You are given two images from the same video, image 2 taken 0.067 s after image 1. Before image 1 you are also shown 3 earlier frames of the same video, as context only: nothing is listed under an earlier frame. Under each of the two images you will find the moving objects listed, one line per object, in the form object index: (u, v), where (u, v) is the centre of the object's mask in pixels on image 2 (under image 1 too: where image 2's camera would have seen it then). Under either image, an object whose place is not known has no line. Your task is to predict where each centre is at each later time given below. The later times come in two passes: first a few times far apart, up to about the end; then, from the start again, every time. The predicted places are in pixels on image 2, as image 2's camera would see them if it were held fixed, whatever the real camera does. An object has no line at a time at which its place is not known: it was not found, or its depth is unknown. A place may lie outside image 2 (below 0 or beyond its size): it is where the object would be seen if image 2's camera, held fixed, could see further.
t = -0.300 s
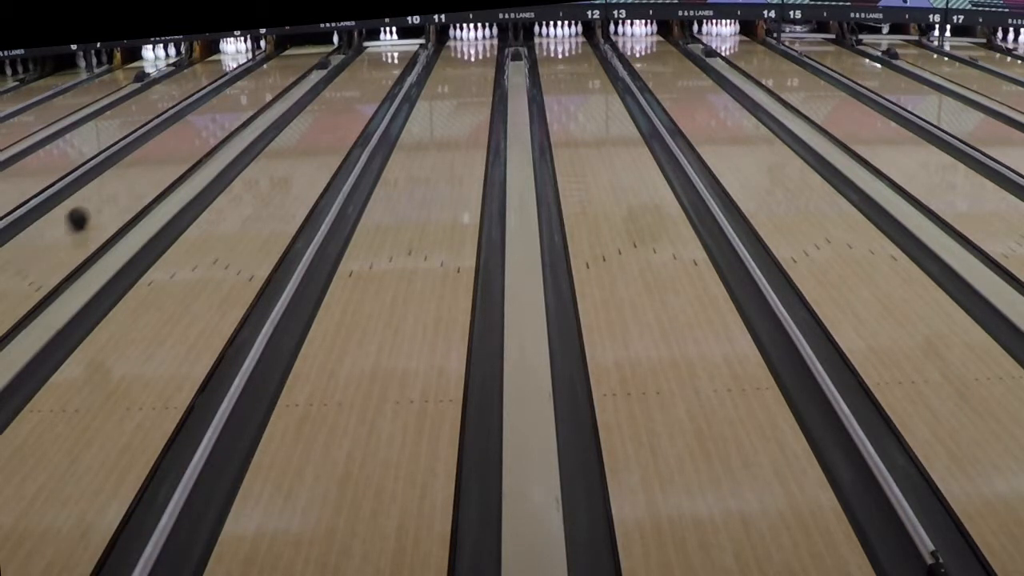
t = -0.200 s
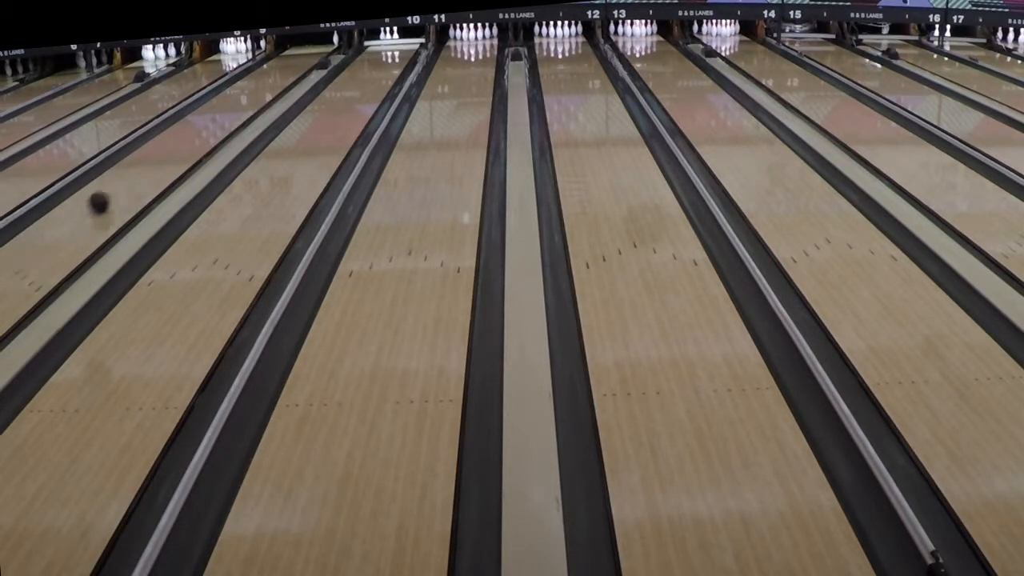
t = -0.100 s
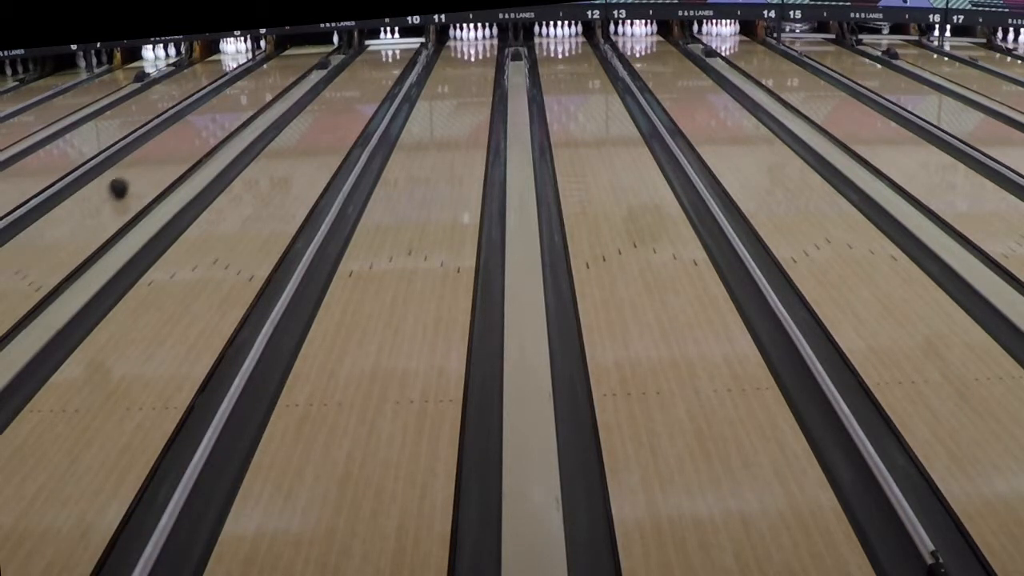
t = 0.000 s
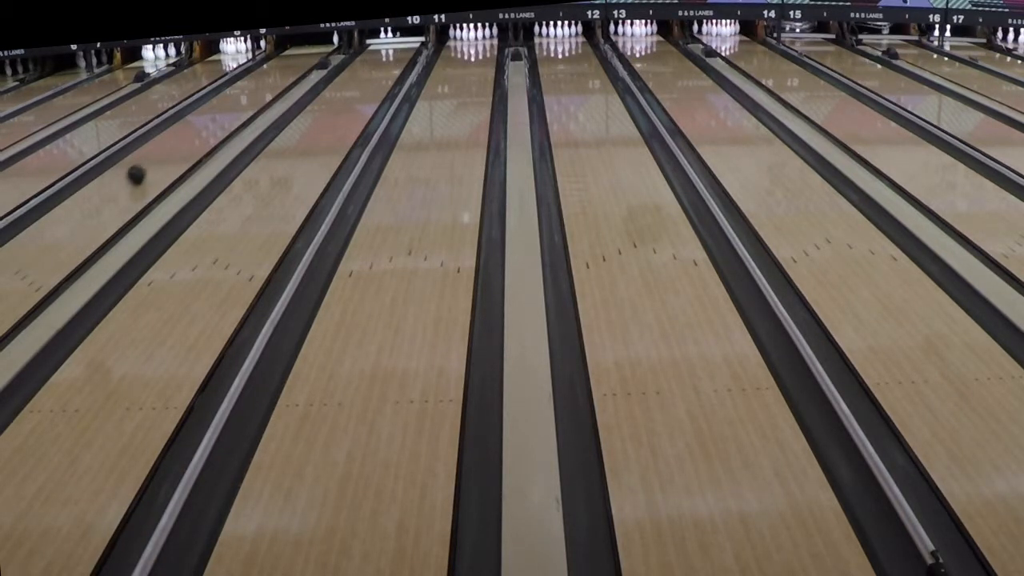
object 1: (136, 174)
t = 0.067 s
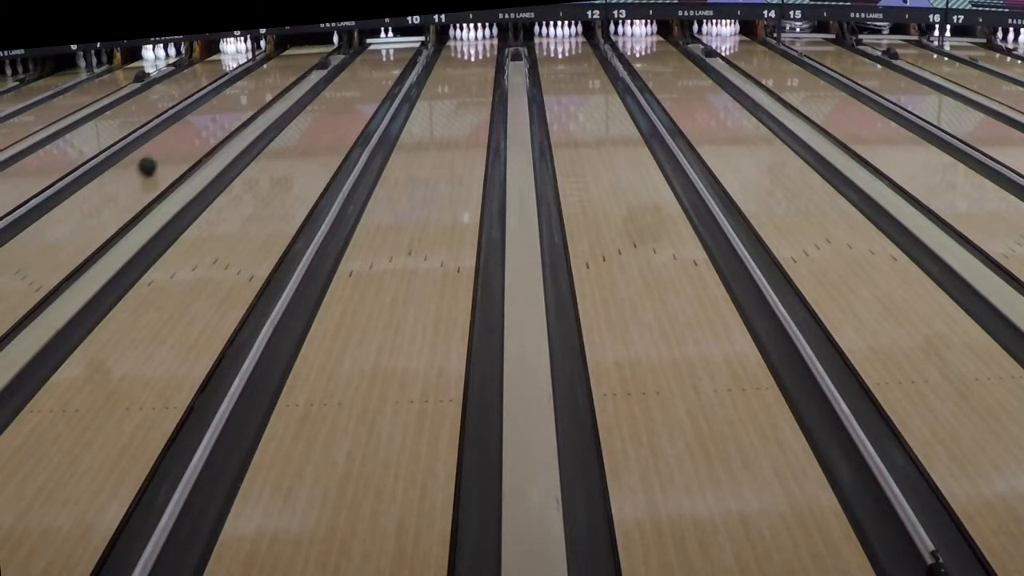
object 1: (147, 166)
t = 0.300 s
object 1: (181, 142)
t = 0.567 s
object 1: (213, 119)
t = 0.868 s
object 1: (242, 98)
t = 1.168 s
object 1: (266, 81)
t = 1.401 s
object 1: (282, 71)
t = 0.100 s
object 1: (152, 163)
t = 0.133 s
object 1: (157, 159)
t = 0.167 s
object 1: (162, 155)
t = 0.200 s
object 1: (167, 152)
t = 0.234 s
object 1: (172, 148)
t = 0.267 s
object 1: (176, 145)
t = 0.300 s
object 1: (181, 142)
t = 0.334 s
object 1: (185, 138)
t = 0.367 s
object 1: (189, 136)
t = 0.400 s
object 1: (193, 133)
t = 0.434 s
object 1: (197, 130)
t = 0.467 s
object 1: (201, 127)
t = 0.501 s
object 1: (205, 124)
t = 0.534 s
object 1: (209, 122)
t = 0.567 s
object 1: (213, 119)
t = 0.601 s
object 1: (216, 117)
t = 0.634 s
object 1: (220, 114)
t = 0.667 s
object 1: (223, 111)
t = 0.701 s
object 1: (226, 109)
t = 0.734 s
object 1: (230, 107)
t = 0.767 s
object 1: (233, 105)
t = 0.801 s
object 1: (236, 103)
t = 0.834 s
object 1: (239, 101)
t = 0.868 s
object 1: (242, 98)
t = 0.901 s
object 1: (246, 96)
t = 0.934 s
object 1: (248, 94)
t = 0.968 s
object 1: (251, 92)
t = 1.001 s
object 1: (254, 90)
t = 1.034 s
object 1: (256, 88)
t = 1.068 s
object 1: (259, 87)
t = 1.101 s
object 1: (261, 85)
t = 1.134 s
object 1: (264, 83)
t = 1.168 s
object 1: (266, 81)
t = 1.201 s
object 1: (269, 79)
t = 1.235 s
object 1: (271, 78)
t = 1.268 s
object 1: (274, 76)
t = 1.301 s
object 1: (276, 75)
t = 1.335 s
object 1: (278, 73)
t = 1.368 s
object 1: (280, 72)
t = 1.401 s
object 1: (282, 71)
